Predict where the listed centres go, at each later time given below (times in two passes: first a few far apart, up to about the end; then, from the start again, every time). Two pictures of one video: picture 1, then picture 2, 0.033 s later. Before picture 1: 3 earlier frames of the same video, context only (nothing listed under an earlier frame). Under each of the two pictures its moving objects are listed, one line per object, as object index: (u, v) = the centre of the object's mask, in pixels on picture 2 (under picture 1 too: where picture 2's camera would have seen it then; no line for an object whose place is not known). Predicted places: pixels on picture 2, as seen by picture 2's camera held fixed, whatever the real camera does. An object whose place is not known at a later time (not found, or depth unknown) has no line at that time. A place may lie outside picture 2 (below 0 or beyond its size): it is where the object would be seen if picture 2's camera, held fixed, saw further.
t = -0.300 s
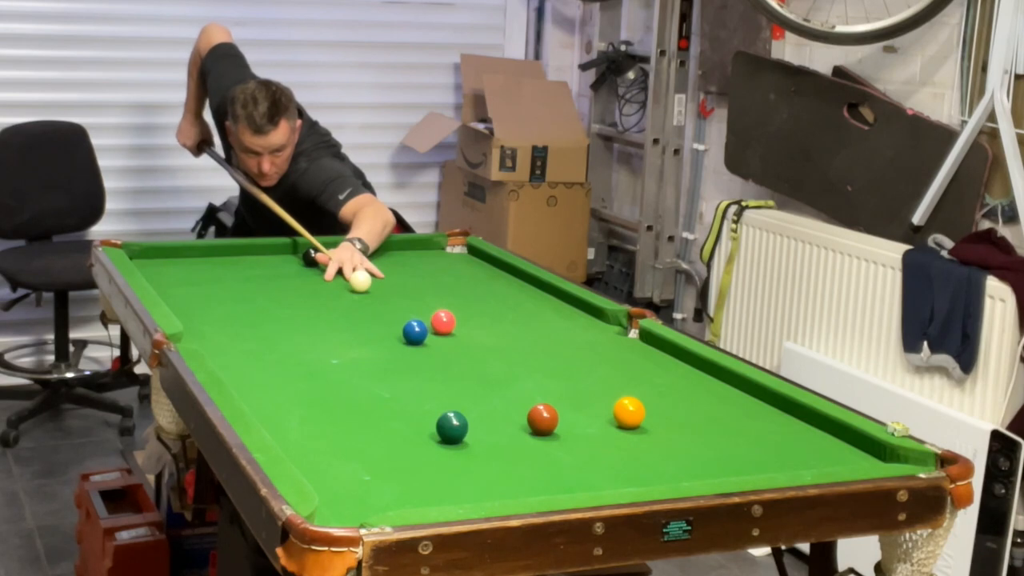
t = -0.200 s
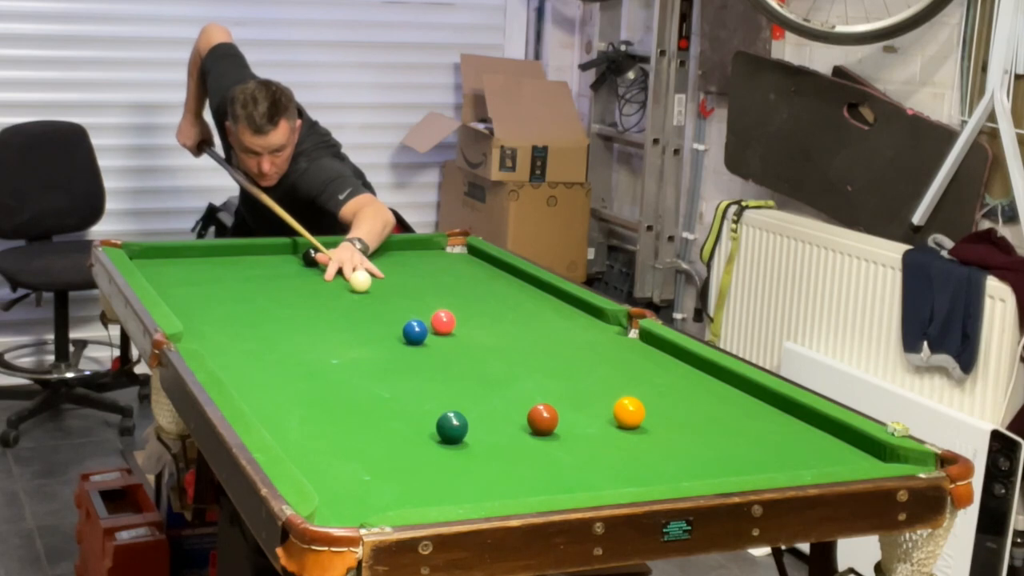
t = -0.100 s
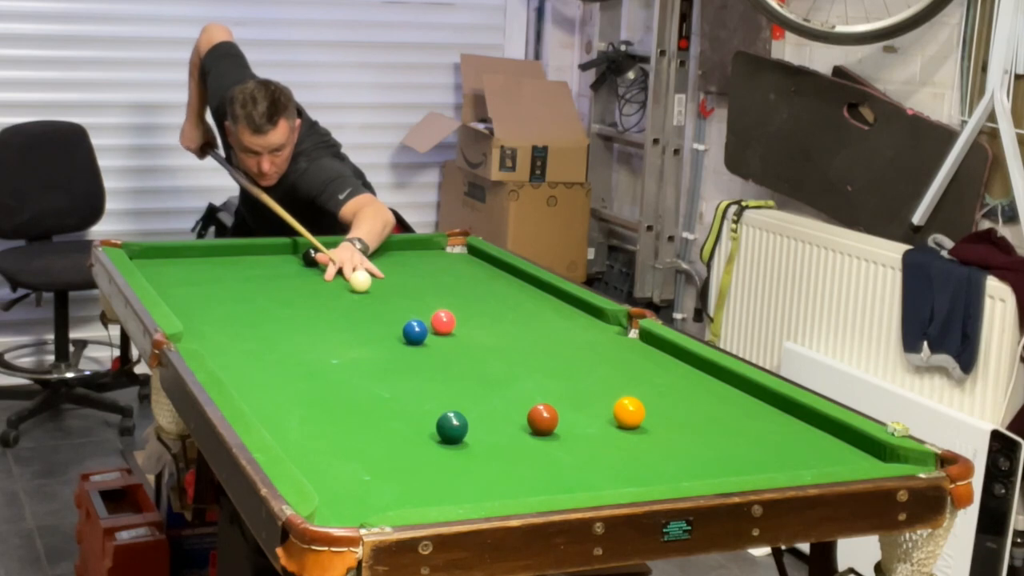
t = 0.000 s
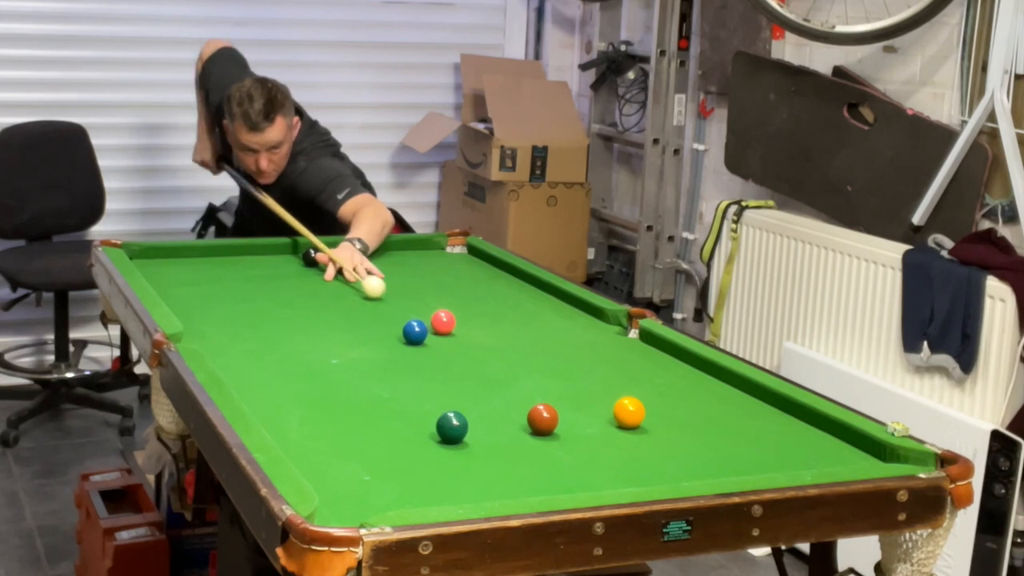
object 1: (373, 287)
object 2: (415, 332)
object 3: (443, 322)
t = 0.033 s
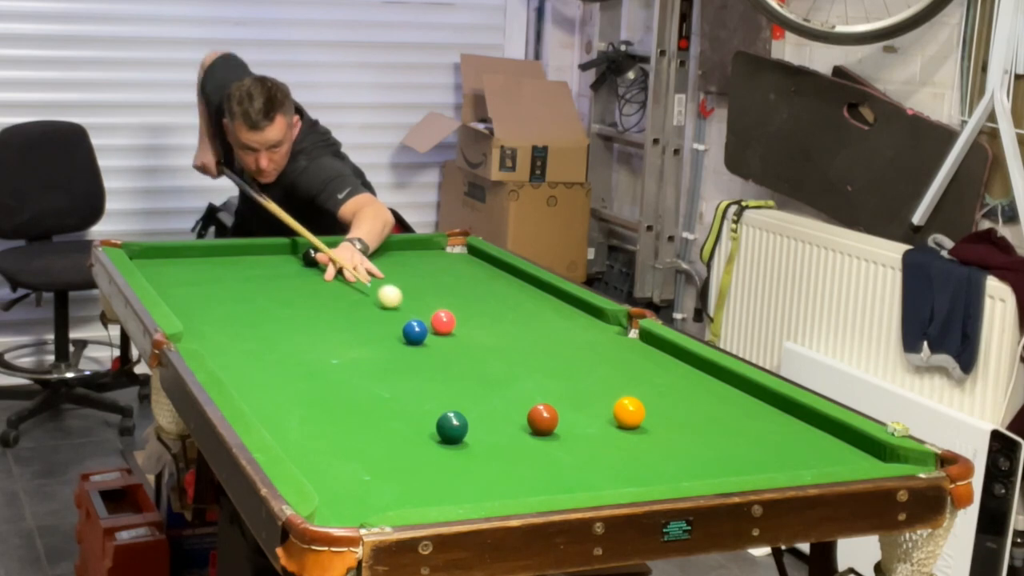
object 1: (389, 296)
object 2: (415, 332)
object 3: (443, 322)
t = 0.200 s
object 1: (407, 317)
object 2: (415, 332)
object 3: (511, 343)
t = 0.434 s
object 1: (372, 331)
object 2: (424, 337)
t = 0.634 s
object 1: (338, 338)
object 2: (433, 341)
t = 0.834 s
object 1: (306, 344)
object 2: (442, 346)
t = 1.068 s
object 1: (269, 352)
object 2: (452, 350)
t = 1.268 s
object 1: (239, 358)
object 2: (458, 353)
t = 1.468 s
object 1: (227, 362)
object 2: (464, 355)
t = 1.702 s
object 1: (249, 364)
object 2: (469, 357)
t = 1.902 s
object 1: (264, 365)
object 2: (471, 357)
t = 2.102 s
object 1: (278, 366)
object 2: (472, 358)
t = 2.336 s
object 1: (289, 368)
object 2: (472, 358)
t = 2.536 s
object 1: (296, 368)
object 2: (472, 358)
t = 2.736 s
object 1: (301, 369)
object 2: (472, 358)
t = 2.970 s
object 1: (303, 370)
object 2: (472, 358)
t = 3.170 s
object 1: (303, 370)
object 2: (472, 358)
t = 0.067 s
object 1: (406, 305)
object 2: (415, 332)
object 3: (443, 322)
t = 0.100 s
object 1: (422, 312)
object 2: (415, 332)
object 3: (443, 322)
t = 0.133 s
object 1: (421, 314)
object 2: (415, 332)
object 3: (463, 328)
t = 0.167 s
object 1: (414, 315)
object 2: (415, 332)
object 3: (487, 336)
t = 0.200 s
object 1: (407, 317)
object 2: (415, 332)
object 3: (511, 343)
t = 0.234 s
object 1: (402, 321)
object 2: (415, 332)
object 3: (534, 351)
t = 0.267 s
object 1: (398, 324)
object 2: (415, 332)
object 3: (557, 358)
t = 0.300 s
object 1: (394, 326)
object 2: (417, 333)
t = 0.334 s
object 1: (389, 328)
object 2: (419, 334)
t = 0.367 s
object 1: (384, 329)
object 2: (420, 335)
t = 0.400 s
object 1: (378, 330)
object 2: (422, 336)
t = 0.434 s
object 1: (372, 331)
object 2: (424, 337)
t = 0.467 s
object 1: (366, 332)
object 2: (425, 338)
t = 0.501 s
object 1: (361, 333)
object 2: (427, 338)
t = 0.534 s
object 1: (355, 334)
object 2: (428, 339)
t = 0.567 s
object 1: (350, 335)
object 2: (430, 340)
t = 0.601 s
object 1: (344, 336)
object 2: (432, 341)
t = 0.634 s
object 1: (338, 338)
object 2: (433, 341)
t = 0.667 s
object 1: (333, 339)
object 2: (435, 342)
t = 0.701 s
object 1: (327, 340)
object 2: (436, 343)
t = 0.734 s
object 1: (322, 341)
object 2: (438, 344)
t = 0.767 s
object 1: (317, 342)
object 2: (439, 344)
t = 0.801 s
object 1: (311, 343)
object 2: (441, 345)
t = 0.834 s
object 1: (306, 344)
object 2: (442, 346)
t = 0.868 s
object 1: (301, 345)
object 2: (444, 346)
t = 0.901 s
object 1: (295, 346)
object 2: (445, 347)
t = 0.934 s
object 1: (290, 347)
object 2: (447, 348)
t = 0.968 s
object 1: (285, 349)
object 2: (448, 348)
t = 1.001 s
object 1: (280, 350)
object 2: (449, 349)
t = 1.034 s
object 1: (275, 350)
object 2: (451, 349)
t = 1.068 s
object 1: (269, 352)
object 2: (452, 350)
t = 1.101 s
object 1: (264, 353)
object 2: (453, 350)
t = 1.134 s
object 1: (259, 354)
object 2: (454, 351)
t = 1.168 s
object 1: (254, 355)
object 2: (455, 351)
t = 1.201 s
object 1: (249, 356)
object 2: (456, 352)
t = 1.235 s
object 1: (244, 357)
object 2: (457, 352)
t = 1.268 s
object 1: (239, 358)
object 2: (458, 353)
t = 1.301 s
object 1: (234, 359)
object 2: (459, 353)
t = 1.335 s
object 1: (229, 360)
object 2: (460, 354)
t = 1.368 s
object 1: (225, 360)
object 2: (461, 354)
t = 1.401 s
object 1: (221, 361)
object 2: (462, 354)
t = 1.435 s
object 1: (224, 361)
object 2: (463, 355)
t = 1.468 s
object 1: (227, 362)
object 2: (464, 355)
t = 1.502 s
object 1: (230, 362)
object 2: (464, 355)
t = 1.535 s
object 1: (234, 363)
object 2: (465, 356)
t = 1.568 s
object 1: (237, 363)
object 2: (466, 356)
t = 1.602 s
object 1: (240, 363)
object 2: (467, 356)
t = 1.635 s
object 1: (243, 363)
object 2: (467, 356)
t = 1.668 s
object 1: (246, 364)
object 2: (468, 356)
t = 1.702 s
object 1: (249, 364)
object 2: (469, 357)
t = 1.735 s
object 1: (252, 364)
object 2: (469, 357)
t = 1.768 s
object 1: (254, 364)
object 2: (470, 357)
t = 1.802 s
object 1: (257, 364)
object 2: (470, 357)
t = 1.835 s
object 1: (259, 365)
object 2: (470, 357)
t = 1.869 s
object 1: (262, 365)
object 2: (471, 357)
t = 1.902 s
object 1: (264, 365)
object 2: (471, 357)
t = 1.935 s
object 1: (267, 365)
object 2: (471, 357)
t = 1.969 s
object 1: (269, 365)
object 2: (472, 358)
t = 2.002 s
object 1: (271, 365)
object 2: (472, 358)
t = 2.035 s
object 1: (273, 366)
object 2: (472, 358)
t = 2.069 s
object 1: (275, 366)
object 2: (472, 358)
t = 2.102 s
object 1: (278, 366)
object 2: (472, 358)
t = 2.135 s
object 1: (279, 366)
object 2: (472, 358)
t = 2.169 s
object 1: (281, 367)
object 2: (472, 358)
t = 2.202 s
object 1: (283, 367)
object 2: (472, 358)
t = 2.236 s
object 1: (284, 367)
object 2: (472, 358)
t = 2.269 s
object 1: (286, 367)
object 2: (472, 358)
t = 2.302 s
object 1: (288, 367)
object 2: (472, 358)
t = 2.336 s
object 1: (289, 368)
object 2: (472, 358)
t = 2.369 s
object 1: (290, 368)
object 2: (472, 358)
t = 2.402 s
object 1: (292, 368)
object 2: (472, 358)
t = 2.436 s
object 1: (293, 368)
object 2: (472, 358)
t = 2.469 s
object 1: (294, 368)
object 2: (472, 358)
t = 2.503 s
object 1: (295, 368)
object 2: (472, 358)
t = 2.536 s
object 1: (296, 368)
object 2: (472, 358)
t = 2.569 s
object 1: (297, 369)
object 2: (472, 358)
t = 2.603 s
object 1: (298, 369)
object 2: (472, 358)
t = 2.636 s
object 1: (298, 369)
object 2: (472, 358)
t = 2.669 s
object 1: (299, 369)
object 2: (472, 358)
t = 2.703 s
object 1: (300, 369)
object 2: (472, 358)
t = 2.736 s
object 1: (301, 369)
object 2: (472, 358)
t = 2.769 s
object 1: (301, 369)
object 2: (472, 358)
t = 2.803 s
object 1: (302, 369)
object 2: (472, 358)
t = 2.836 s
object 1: (302, 369)
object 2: (472, 358)
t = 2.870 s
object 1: (302, 369)
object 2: (472, 358)
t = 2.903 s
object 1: (303, 370)
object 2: (472, 358)
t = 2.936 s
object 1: (303, 370)
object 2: (472, 358)
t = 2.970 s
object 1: (303, 370)
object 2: (472, 358)
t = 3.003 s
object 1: (303, 370)
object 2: (472, 358)
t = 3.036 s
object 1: (303, 370)
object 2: (472, 358)
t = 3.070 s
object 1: (303, 370)
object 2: (472, 358)
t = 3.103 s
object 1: (303, 370)
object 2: (472, 358)
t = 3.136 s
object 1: (303, 370)
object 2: (472, 358)
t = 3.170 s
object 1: (303, 370)
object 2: (472, 358)
